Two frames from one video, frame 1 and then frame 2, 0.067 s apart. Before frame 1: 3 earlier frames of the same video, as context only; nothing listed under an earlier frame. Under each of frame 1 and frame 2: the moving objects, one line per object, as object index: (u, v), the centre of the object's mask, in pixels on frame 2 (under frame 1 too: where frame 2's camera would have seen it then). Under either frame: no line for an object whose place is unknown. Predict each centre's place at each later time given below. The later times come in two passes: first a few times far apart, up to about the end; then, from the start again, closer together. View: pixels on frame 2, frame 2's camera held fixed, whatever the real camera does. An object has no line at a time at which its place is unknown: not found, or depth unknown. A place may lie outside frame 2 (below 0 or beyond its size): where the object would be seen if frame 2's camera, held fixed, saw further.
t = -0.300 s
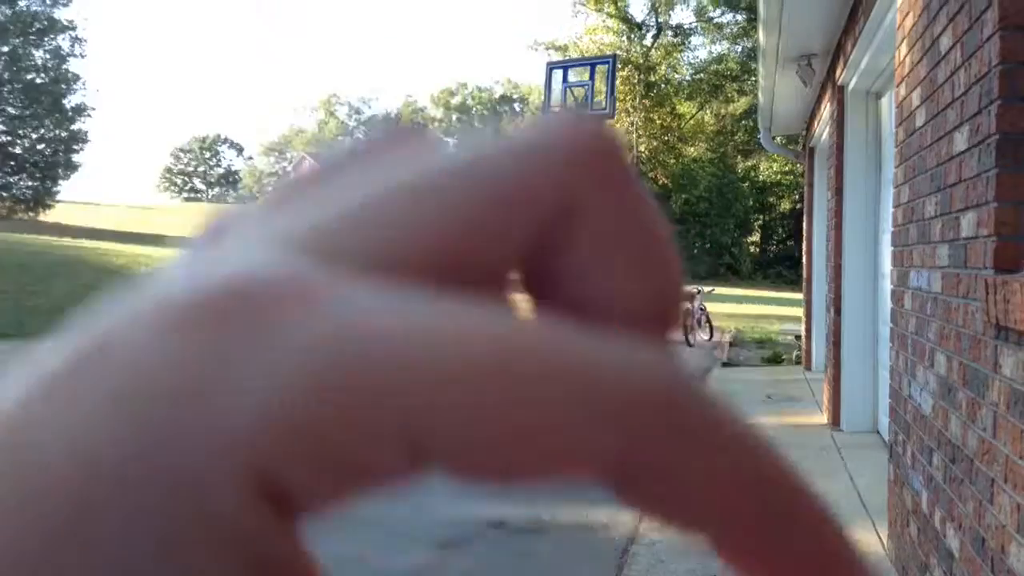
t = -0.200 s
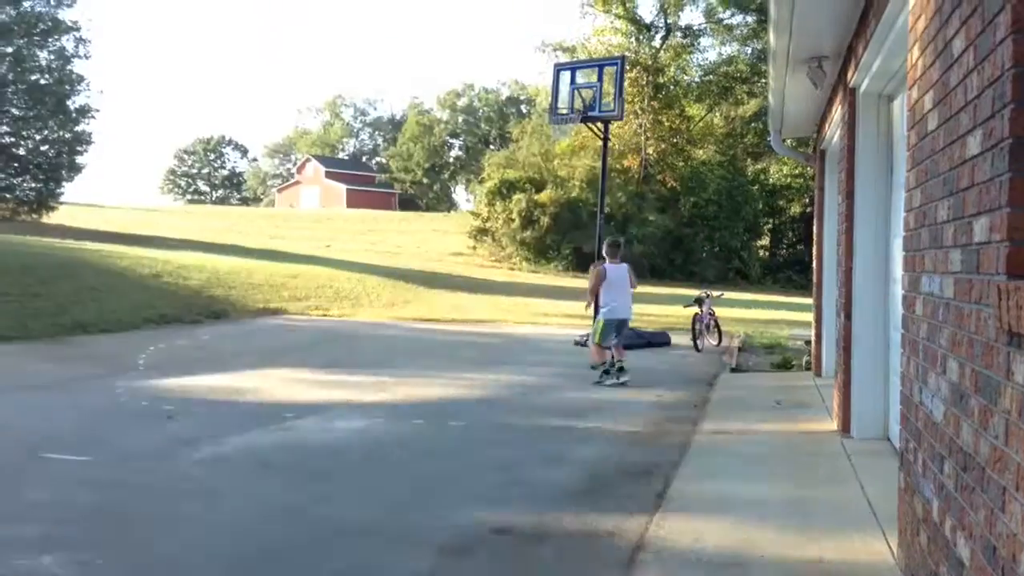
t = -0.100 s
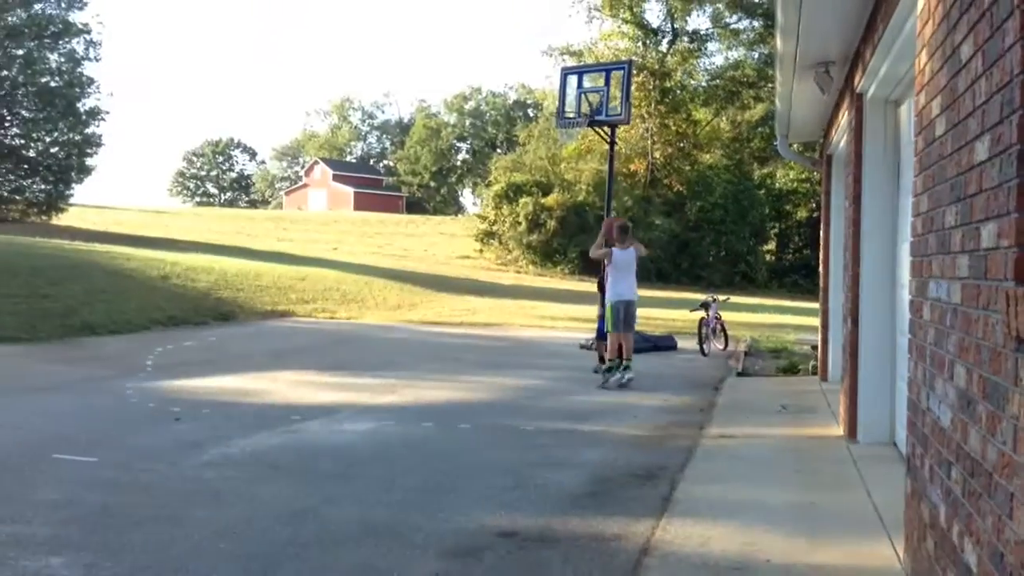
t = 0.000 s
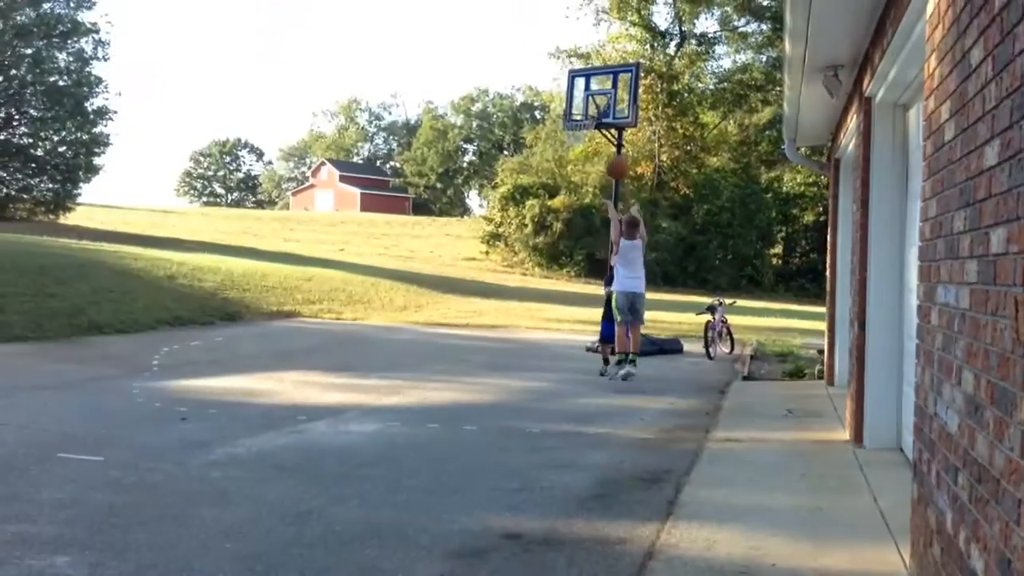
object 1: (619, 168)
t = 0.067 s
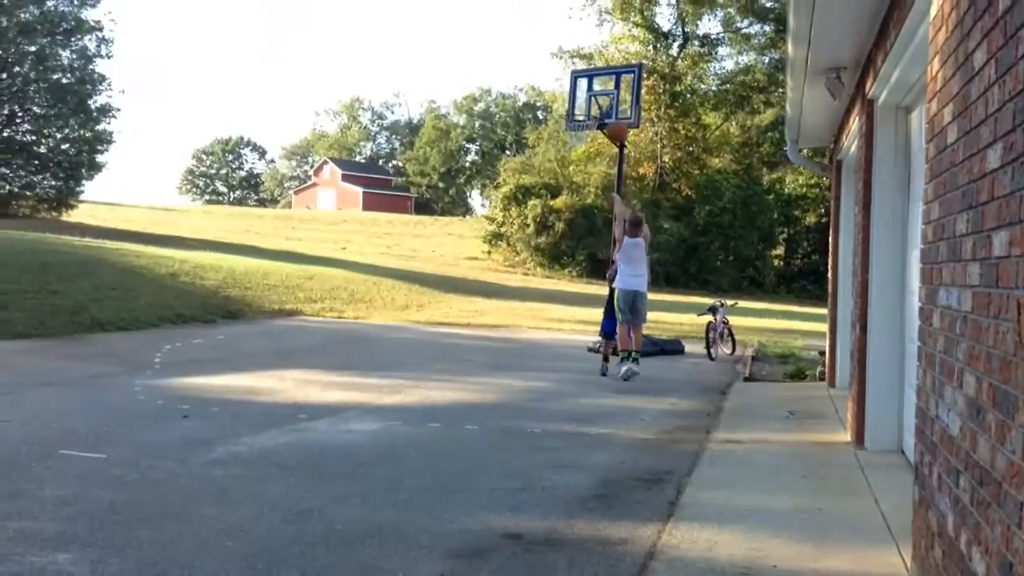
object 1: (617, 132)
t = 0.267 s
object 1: (608, 56)
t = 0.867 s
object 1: (579, 68)
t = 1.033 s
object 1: (571, 118)
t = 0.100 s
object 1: (615, 115)
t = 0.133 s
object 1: (614, 101)
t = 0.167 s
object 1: (612, 87)
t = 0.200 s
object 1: (611, 76)
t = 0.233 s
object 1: (609, 65)
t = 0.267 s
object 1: (608, 56)
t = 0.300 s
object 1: (607, 48)
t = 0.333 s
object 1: (605, 41)
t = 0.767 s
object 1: (584, 47)
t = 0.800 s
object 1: (582, 54)
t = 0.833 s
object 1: (581, 60)
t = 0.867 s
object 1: (579, 68)
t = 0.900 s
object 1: (576, 78)
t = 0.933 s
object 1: (576, 88)
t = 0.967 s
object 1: (573, 97)
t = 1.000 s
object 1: (572, 109)
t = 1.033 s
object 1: (571, 118)
